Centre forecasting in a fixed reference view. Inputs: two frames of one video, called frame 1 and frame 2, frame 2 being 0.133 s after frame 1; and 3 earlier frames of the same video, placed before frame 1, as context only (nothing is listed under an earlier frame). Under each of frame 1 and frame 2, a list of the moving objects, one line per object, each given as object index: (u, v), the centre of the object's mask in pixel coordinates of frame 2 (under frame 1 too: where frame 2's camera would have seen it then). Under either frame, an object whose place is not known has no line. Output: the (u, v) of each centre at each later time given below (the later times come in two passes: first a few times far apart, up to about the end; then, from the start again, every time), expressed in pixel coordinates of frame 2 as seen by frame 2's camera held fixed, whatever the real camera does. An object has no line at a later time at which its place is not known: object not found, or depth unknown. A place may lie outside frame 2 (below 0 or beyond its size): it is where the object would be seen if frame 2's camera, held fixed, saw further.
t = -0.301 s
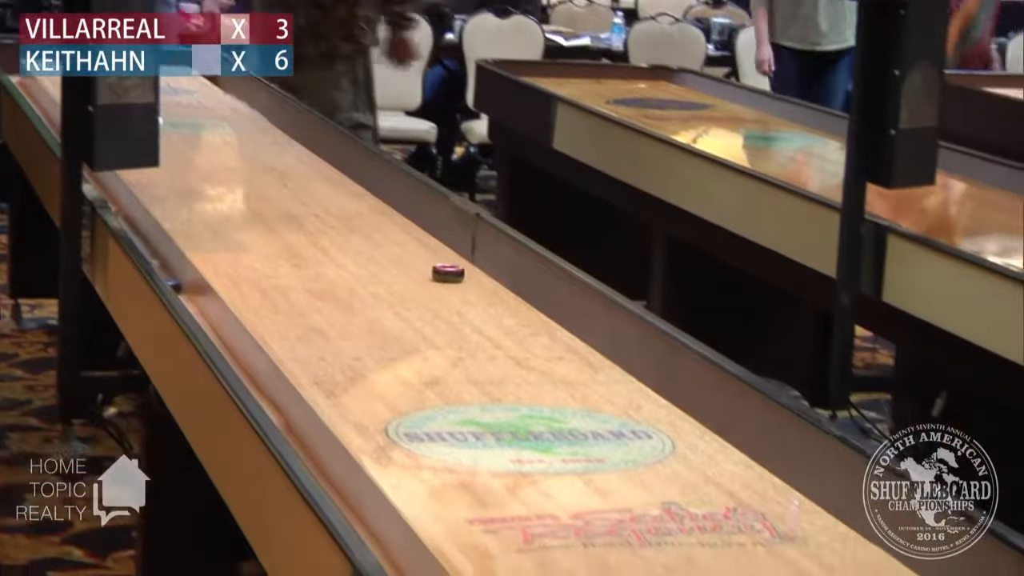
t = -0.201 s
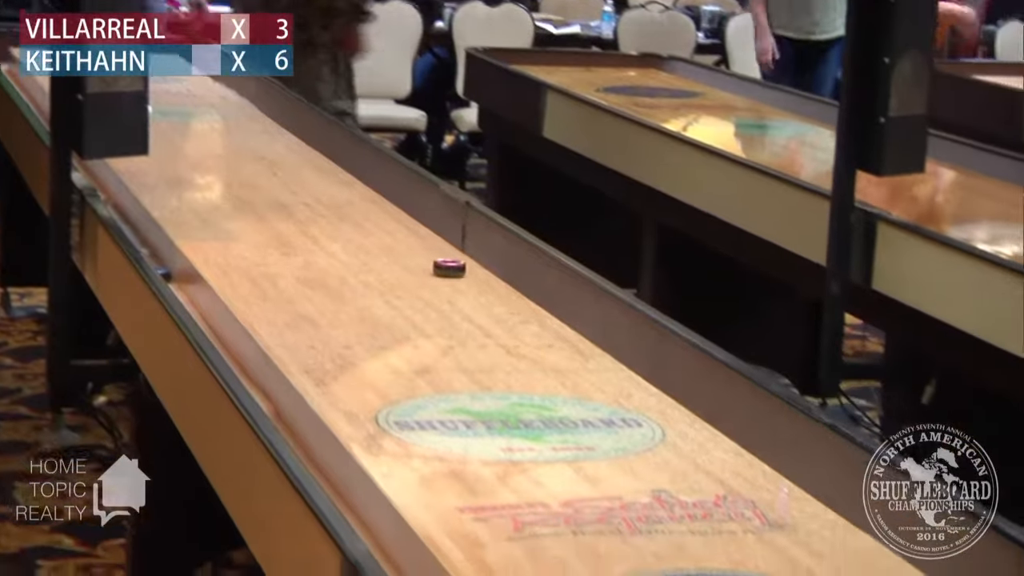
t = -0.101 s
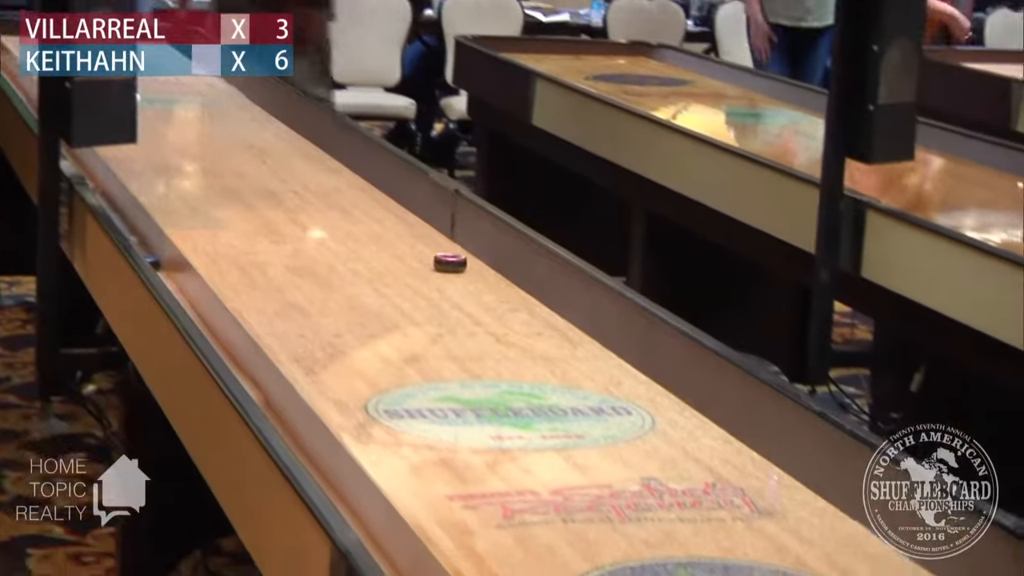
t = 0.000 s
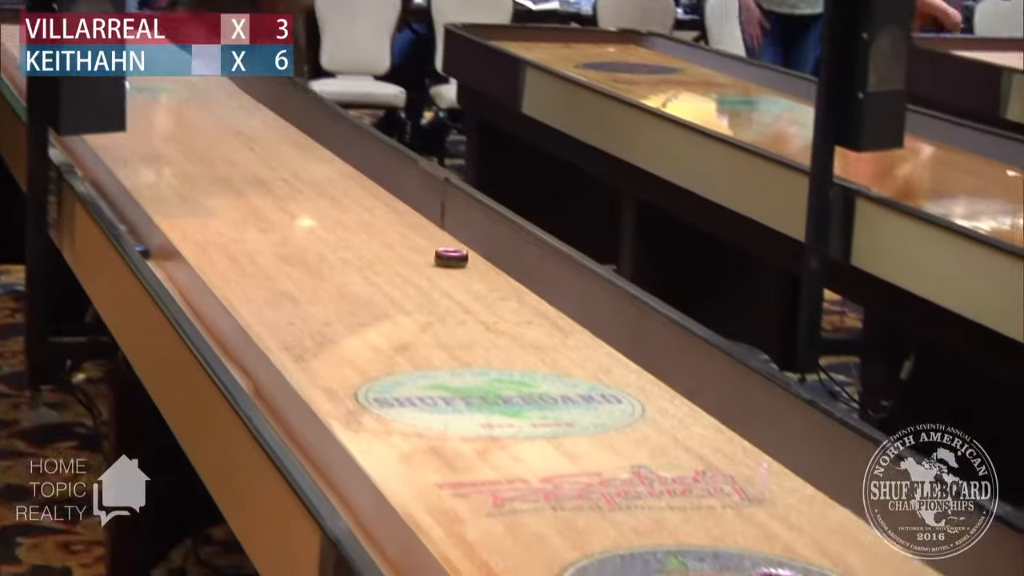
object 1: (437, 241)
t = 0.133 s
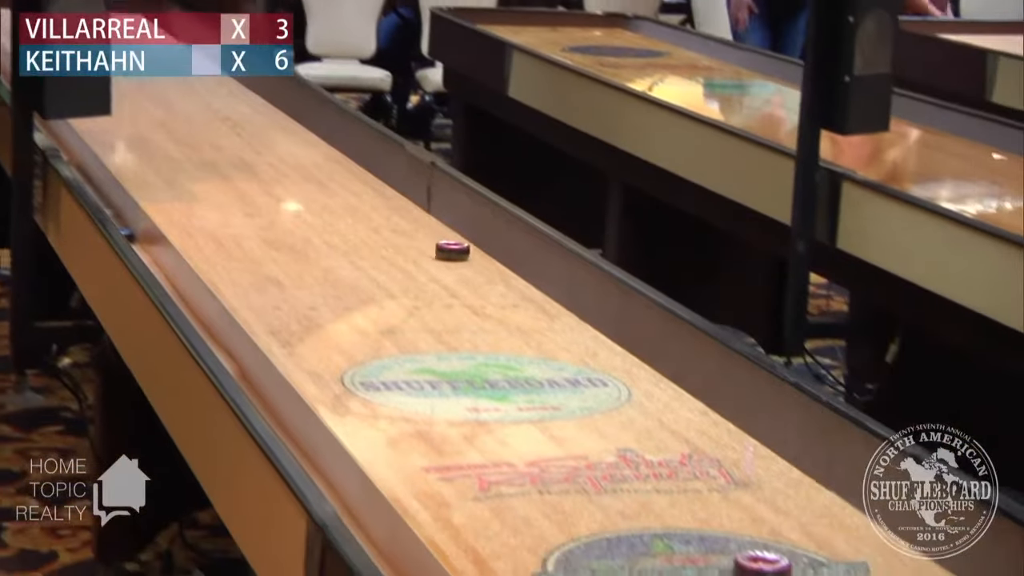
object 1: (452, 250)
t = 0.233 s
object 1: (463, 257)
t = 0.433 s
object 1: (486, 271)
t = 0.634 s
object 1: (509, 285)
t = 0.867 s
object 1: (536, 302)
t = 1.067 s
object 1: (558, 316)
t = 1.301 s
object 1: (584, 334)
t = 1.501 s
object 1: (606, 349)
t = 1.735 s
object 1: (631, 368)
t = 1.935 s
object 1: (652, 383)
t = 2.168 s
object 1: (675, 402)
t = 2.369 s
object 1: (695, 418)
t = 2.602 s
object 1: (717, 436)
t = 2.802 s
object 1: (735, 452)
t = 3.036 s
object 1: (756, 471)
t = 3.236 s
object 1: (773, 486)
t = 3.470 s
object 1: (792, 505)
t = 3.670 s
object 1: (808, 520)
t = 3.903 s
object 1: (824, 537)
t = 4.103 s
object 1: (838, 551)
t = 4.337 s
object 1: (853, 567)
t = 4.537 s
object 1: (864, 580)
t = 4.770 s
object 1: (876, 595)
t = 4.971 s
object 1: (885, 606)
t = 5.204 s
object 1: (896, 618)
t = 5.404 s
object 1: (906, 628)
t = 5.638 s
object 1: (915, 639)
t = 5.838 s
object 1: (923, 645)
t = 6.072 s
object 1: (930, 652)
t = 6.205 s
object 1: (933, 656)
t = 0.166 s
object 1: (456, 252)
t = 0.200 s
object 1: (459, 254)
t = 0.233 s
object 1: (463, 257)
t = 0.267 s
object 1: (467, 259)
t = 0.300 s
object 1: (471, 262)
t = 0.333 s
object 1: (475, 264)
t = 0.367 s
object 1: (478, 267)
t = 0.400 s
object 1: (482, 269)
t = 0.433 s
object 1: (486, 271)
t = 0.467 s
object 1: (490, 273)
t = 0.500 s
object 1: (494, 275)
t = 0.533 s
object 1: (497, 278)
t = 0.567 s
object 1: (501, 280)
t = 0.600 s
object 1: (505, 283)
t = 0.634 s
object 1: (509, 285)
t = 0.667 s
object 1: (513, 287)
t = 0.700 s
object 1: (517, 290)
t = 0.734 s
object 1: (521, 292)
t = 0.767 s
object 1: (524, 295)
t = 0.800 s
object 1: (528, 297)
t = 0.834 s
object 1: (532, 299)
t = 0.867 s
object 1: (536, 302)
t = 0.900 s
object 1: (539, 305)
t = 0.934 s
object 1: (543, 307)
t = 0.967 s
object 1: (547, 309)
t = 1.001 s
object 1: (551, 312)
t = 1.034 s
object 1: (554, 314)
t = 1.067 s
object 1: (558, 316)
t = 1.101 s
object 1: (562, 319)
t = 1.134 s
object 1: (565, 321)
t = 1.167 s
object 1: (569, 324)
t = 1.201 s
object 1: (573, 326)
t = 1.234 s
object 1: (577, 329)
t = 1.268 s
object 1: (581, 332)
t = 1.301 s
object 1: (584, 334)
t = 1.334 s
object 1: (588, 337)
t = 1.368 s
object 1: (591, 340)
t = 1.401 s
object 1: (595, 342)
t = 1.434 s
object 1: (599, 344)
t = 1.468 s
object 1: (603, 347)
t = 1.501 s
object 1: (606, 349)
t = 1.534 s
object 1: (610, 352)
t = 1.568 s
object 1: (613, 355)
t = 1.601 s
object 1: (617, 357)
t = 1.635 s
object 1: (620, 360)
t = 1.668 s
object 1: (624, 363)
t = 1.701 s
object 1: (628, 365)
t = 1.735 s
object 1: (631, 368)
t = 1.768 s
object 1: (635, 370)
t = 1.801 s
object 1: (638, 373)
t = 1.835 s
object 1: (642, 376)
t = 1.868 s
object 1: (645, 378)
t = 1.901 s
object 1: (649, 381)
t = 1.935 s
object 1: (652, 383)
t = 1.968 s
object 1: (655, 386)
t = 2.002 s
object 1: (659, 389)
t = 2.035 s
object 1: (662, 391)
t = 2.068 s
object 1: (666, 394)
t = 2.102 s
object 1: (669, 397)
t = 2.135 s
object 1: (672, 399)
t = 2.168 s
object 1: (675, 402)
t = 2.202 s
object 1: (679, 404)
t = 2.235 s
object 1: (682, 407)
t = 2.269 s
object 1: (685, 410)
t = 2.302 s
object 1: (688, 412)
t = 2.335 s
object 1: (691, 415)
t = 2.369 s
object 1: (695, 418)
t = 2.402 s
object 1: (698, 420)
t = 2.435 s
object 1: (701, 423)
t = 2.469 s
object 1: (704, 426)
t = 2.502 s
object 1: (707, 429)
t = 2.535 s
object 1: (710, 431)
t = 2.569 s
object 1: (714, 434)
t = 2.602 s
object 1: (717, 436)
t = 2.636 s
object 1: (720, 439)
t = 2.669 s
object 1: (723, 442)
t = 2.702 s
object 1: (726, 444)
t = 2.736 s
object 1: (729, 447)
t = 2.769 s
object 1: (732, 449)
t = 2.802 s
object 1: (735, 452)
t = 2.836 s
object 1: (738, 455)
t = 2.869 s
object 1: (741, 458)
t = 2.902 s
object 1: (744, 461)
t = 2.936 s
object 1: (747, 463)
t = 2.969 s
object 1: (750, 466)
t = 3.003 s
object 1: (753, 468)
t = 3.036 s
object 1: (756, 471)
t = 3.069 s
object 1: (758, 474)
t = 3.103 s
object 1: (762, 477)
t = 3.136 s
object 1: (764, 479)
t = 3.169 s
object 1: (767, 481)
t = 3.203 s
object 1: (770, 484)
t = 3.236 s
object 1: (773, 486)
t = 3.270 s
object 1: (776, 489)
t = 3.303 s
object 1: (778, 492)
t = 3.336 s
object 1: (781, 495)
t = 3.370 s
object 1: (784, 498)
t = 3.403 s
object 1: (787, 500)
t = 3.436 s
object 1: (789, 502)
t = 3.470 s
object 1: (792, 505)
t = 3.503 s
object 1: (795, 508)
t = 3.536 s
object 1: (797, 510)
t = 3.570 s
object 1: (800, 512)
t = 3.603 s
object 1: (802, 515)
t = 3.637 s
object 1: (805, 518)
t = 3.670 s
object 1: (808, 520)
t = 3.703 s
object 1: (810, 523)
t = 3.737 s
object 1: (812, 525)
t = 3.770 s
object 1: (815, 528)
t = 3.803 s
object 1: (817, 530)
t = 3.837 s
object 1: (819, 533)
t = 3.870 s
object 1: (822, 534)
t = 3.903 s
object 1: (824, 537)
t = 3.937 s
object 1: (826, 539)
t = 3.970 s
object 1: (829, 542)
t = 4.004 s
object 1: (831, 545)
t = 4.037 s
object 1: (833, 546)
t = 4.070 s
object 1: (835, 549)
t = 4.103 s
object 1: (838, 551)
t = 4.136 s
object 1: (840, 553)
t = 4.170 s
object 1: (842, 556)
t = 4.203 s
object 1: (844, 558)
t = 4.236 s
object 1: (846, 560)
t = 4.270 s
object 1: (848, 563)
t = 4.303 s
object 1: (851, 565)
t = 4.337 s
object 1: (853, 567)
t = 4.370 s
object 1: (855, 570)
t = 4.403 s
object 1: (856, 572)
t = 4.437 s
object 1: (859, 573)
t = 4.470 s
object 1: (861, 576)
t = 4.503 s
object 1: (863, 577)
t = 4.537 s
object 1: (864, 580)
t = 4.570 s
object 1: (866, 582)
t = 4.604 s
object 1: (868, 584)
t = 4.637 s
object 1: (870, 587)
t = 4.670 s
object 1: (872, 589)
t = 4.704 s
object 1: (873, 591)
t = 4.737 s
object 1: (875, 592)
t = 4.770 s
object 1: (876, 595)
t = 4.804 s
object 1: (878, 596)
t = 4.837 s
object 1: (879, 599)
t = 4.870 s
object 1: (881, 601)
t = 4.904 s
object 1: (882, 602)
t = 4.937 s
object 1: (883, 604)
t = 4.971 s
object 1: (885, 606)
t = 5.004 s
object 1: (887, 608)
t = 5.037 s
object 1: (888, 609)
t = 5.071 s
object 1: (890, 611)
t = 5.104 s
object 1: (892, 614)
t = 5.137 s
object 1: (893, 615)
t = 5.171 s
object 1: (895, 617)
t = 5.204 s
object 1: (896, 618)
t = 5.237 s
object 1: (898, 621)
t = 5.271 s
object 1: (899, 622)
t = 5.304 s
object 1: (900, 623)
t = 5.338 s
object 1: (903, 626)
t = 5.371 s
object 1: (904, 627)
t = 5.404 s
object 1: (906, 628)
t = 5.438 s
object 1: (907, 630)
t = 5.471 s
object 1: (909, 631)
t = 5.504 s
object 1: (910, 633)
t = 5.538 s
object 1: (911, 634)
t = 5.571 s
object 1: (913, 635)
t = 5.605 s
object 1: (914, 637)
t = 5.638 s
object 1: (915, 639)
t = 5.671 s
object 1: (916, 640)
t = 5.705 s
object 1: (917, 641)
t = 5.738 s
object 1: (919, 642)
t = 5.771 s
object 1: (920, 644)
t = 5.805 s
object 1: (921, 645)
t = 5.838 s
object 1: (923, 645)
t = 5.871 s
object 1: (924, 647)
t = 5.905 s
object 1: (925, 647)
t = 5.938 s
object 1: (926, 648)
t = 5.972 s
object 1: (927, 650)
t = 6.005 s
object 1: (928, 651)
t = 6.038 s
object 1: (929, 651)
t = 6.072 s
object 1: (930, 652)
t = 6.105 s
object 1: (931, 653)
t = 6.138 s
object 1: (932, 654)
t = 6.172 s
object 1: (932, 654)
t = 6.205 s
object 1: (933, 656)
